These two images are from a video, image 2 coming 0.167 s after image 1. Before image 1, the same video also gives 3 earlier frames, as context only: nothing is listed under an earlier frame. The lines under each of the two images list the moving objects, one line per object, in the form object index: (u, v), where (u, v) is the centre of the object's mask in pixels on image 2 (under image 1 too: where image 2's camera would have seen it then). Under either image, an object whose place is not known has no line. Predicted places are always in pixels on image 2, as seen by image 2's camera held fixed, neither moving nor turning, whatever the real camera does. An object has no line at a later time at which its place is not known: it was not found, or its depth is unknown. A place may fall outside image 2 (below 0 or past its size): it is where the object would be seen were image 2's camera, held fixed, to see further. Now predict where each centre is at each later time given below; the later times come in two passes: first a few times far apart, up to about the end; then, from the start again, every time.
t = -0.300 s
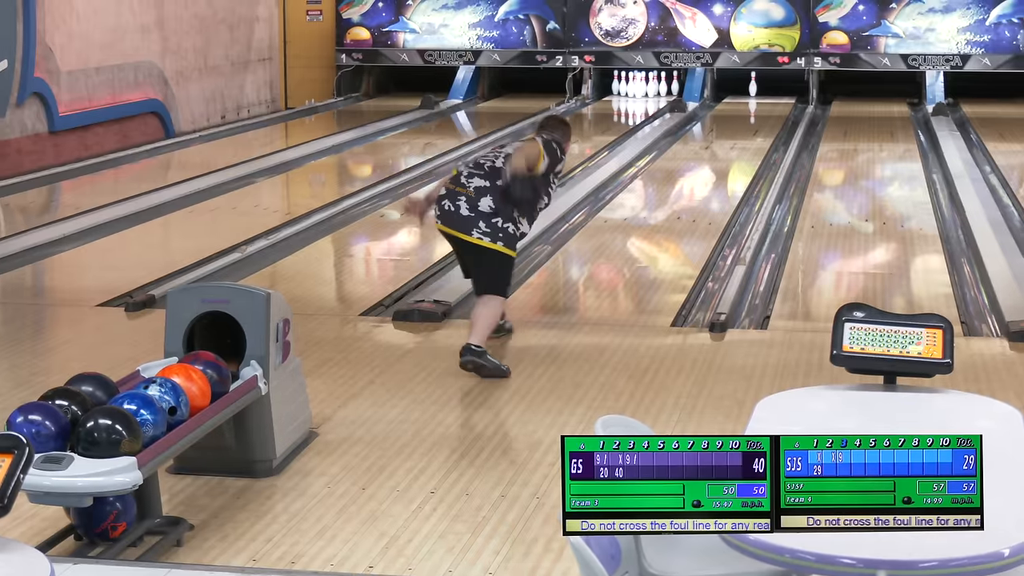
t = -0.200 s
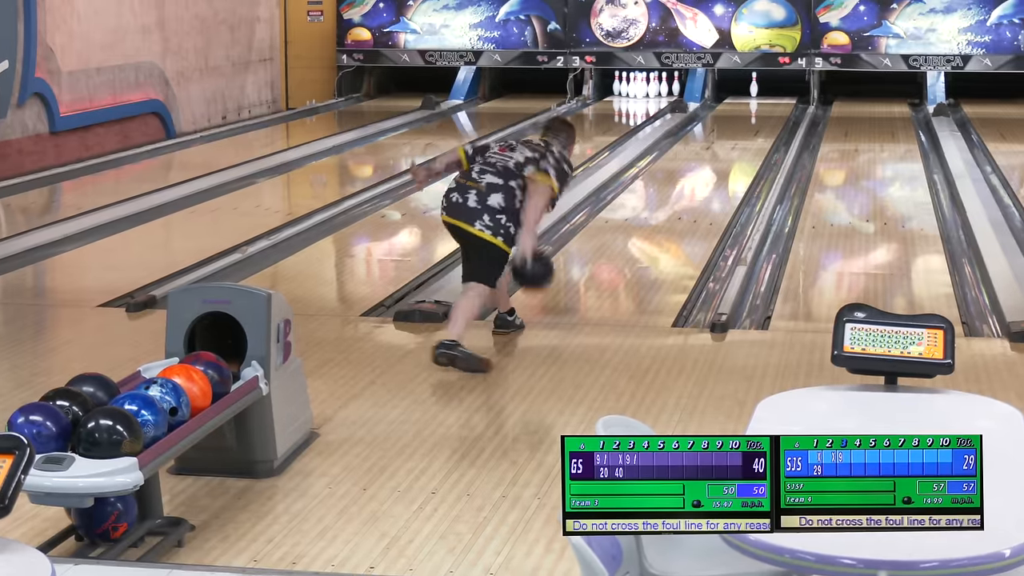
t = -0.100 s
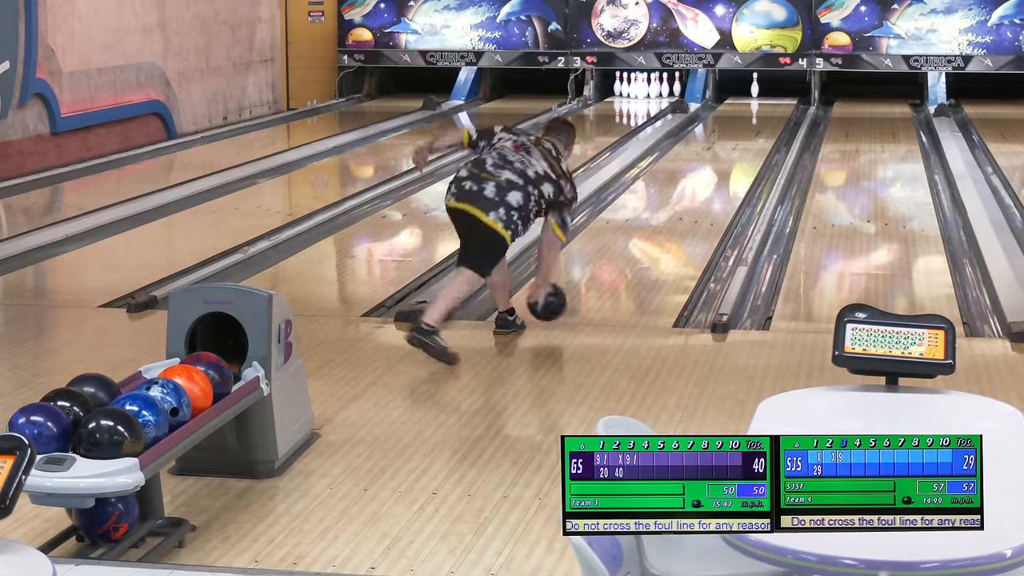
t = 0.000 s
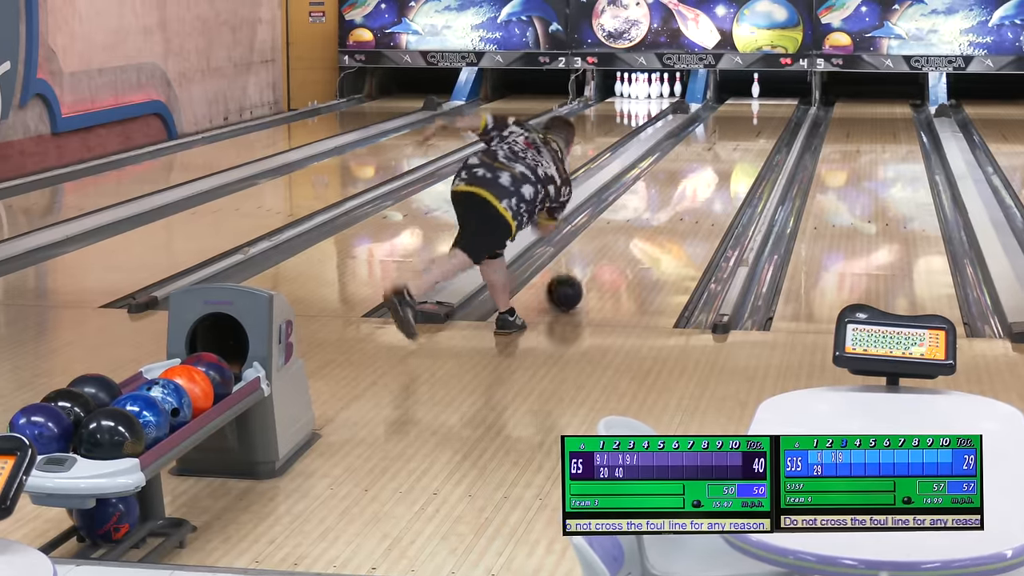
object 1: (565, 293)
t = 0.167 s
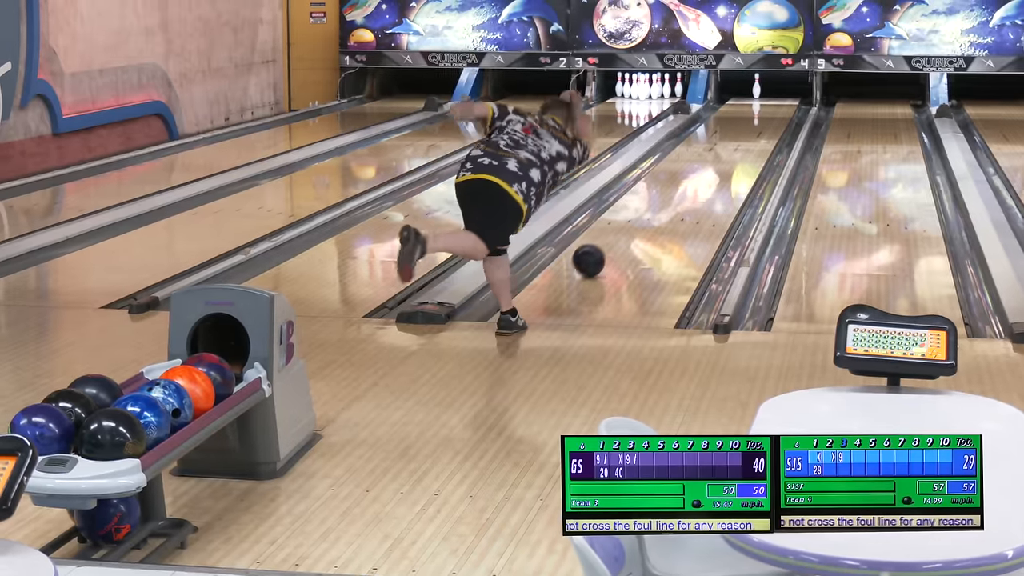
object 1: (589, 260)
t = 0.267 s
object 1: (601, 243)
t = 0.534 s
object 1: (627, 206)
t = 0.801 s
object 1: (649, 179)
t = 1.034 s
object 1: (665, 160)
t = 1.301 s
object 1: (681, 143)
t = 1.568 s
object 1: (697, 129)
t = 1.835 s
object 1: (712, 116)
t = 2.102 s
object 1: (726, 106)
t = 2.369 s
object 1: (742, 98)
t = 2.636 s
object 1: (757, 90)
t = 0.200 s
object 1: (593, 254)
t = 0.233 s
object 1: (597, 249)
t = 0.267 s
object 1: (601, 243)
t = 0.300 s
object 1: (604, 238)
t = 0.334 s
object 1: (608, 233)
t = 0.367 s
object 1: (611, 228)
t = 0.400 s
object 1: (615, 223)
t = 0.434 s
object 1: (618, 219)
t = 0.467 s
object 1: (621, 215)
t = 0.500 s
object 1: (625, 210)
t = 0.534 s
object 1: (627, 206)
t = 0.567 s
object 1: (630, 202)
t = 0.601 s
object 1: (633, 199)
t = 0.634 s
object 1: (636, 195)
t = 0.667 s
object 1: (639, 192)
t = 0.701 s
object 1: (641, 188)
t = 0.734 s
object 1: (644, 185)
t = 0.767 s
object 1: (647, 182)
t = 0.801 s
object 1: (649, 179)
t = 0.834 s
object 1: (651, 176)
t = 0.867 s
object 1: (654, 174)
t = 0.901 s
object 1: (656, 171)
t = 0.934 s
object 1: (658, 168)
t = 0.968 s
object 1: (660, 165)
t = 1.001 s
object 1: (663, 163)
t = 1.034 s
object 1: (665, 160)
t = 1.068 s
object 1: (667, 158)
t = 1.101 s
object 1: (669, 156)
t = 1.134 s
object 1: (671, 153)
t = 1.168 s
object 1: (673, 151)
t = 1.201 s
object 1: (675, 149)
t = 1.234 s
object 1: (677, 147)
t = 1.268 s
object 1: (679, 145)
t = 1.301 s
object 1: (681, 143)
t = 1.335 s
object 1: (683, 141)
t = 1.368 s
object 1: (685, 139)
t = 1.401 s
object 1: (687, 138)
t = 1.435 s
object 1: (689, 136)
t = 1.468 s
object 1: (691, 134)
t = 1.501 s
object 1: (693, 132)
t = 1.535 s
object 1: (695, 131)
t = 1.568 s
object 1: (697, 129)
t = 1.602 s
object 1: (698, 127)
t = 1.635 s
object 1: (700, 125)
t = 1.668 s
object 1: (702, 124)
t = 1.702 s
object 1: (704, 122)
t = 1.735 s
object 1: (706, 120)
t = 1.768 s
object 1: (707, 119)
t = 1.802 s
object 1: (709, 118)
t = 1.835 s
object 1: (712, 116)
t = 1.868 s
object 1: (713, 115)
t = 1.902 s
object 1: (715, 114)
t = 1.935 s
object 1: (717, 113)
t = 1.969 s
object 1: (719, 111)
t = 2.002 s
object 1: (720, 110)
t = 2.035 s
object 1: (722, 109)
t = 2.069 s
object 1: (725, 107)
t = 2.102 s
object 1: (726, 106)
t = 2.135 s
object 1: (728, 105)
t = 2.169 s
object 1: (730, 104)
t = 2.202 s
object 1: (732, 103)
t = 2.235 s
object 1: (734, 102)
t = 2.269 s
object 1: (737, 101)
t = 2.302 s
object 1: (739, 100)
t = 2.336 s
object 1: (740, 99)
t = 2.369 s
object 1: (742, 98)
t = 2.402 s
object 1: (744, 97)
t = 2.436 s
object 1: (746, 96)
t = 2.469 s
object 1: (748, 96)
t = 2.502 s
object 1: (750, 95)
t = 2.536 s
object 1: (751, 93)
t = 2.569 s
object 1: (753, 93)
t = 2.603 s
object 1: (755, 92)
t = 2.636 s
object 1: (757, 90)
